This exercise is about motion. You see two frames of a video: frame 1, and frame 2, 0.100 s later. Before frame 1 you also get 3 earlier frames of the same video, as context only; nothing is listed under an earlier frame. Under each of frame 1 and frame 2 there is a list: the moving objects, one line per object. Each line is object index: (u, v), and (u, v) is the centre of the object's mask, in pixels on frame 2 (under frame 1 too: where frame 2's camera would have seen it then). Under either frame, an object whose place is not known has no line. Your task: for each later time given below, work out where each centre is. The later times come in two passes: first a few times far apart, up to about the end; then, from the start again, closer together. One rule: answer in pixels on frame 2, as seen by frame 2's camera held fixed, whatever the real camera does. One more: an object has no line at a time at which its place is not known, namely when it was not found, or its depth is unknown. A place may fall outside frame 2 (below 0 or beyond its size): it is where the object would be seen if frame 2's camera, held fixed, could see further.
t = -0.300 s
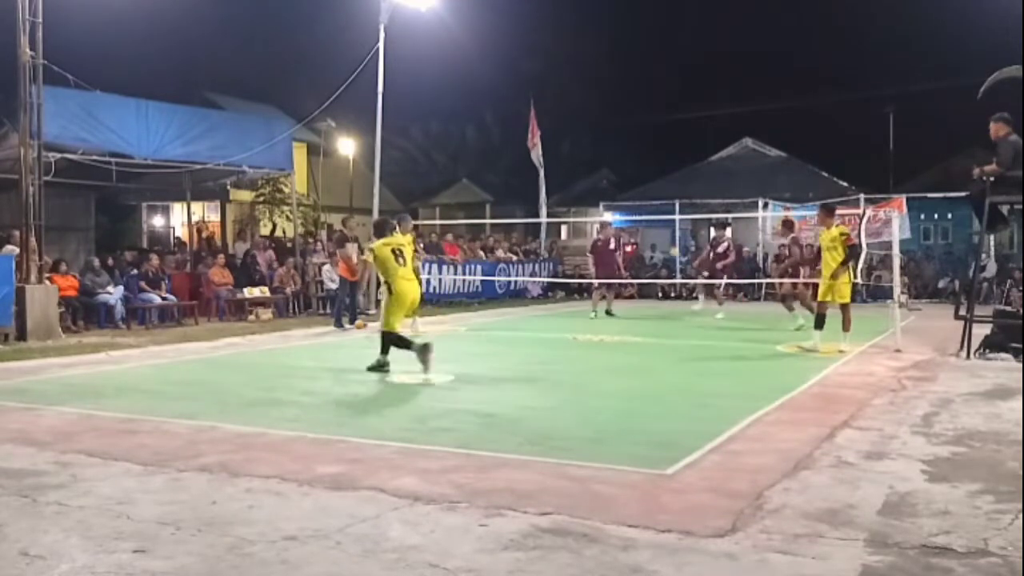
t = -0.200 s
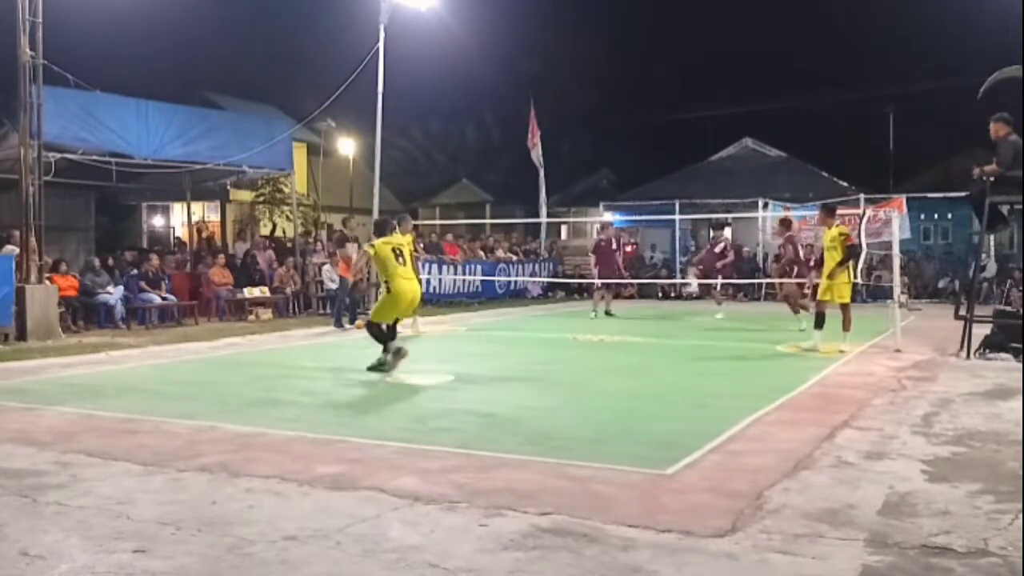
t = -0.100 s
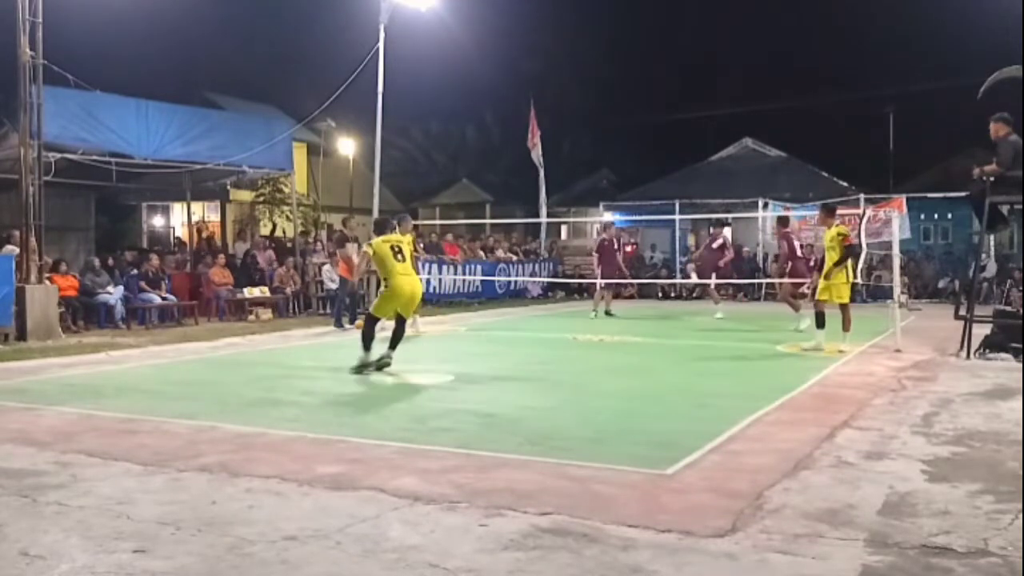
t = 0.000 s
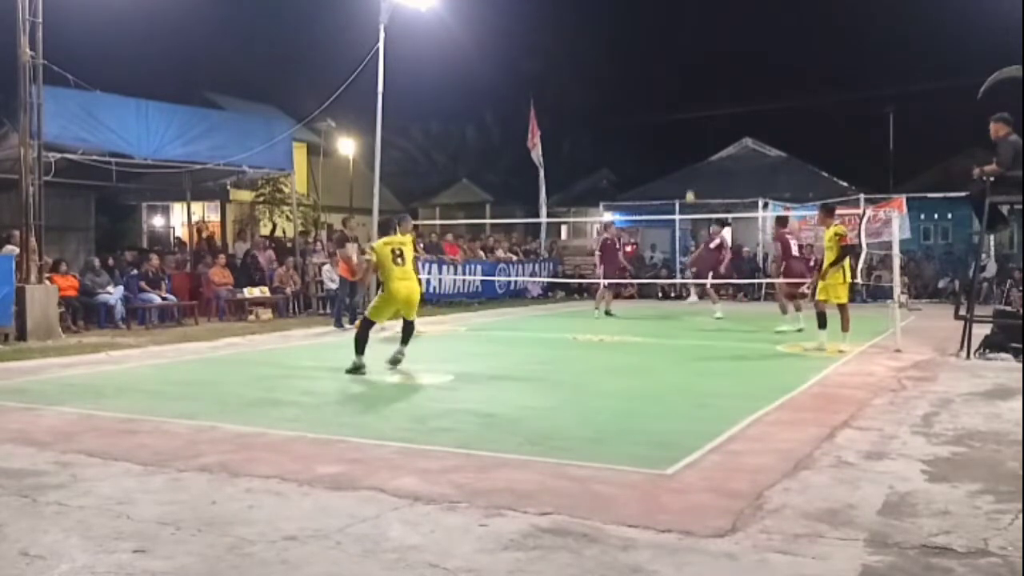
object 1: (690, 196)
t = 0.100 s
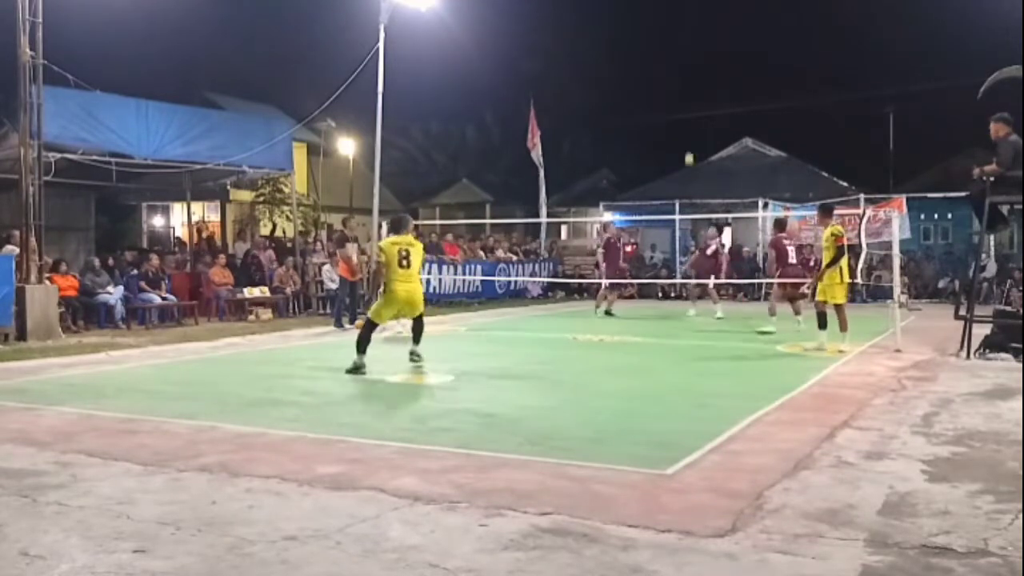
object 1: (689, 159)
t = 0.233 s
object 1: (688, 117)
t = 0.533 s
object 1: (685, 60)
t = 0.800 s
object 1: (683, 55)
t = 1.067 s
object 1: (680, 96)
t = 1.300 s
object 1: (677, 171)
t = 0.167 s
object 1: (688, 137)
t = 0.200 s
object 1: (688, 126)
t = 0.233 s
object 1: (688, 117)
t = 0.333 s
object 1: (687, 92)
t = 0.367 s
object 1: (686, 85)
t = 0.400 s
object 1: (686, 79)
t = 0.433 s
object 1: (686, 73)
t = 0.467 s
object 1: (685, 68)
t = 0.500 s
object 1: (685, 64)
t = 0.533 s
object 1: (685, 60)
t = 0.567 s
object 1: (685, 57)
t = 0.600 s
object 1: (684, 55)
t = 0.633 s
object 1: (684, 53)
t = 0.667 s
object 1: (684, 52)
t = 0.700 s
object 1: (683, 52)
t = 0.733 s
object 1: (683, 52)
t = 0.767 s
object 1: (683, 54)
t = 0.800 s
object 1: (683, 55)
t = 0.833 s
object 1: (682, 58)
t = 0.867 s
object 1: (682, 62)
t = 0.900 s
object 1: (681, 65)
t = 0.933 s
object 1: (681, 70)
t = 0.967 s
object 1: (681, 75)
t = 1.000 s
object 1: (680, 82)
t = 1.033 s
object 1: (680, 89)
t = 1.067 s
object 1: (680, 96)
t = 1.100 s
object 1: (680, 105)
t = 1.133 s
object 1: (679, 114)
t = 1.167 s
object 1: (678, 124)
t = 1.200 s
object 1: (678, 135)
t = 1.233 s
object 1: (678, 146)
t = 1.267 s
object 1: (677, 158)
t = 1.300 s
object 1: (677, 171)
